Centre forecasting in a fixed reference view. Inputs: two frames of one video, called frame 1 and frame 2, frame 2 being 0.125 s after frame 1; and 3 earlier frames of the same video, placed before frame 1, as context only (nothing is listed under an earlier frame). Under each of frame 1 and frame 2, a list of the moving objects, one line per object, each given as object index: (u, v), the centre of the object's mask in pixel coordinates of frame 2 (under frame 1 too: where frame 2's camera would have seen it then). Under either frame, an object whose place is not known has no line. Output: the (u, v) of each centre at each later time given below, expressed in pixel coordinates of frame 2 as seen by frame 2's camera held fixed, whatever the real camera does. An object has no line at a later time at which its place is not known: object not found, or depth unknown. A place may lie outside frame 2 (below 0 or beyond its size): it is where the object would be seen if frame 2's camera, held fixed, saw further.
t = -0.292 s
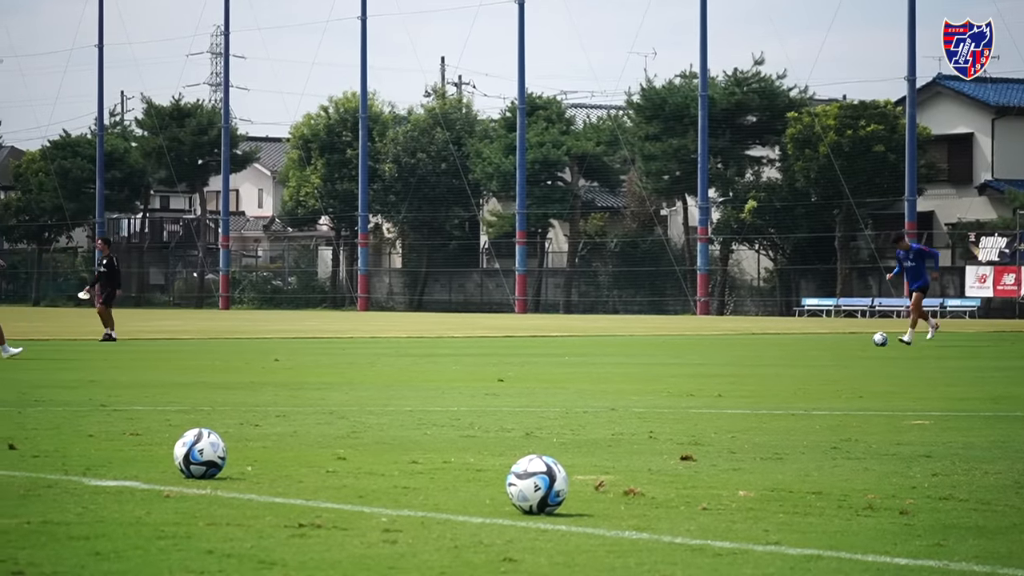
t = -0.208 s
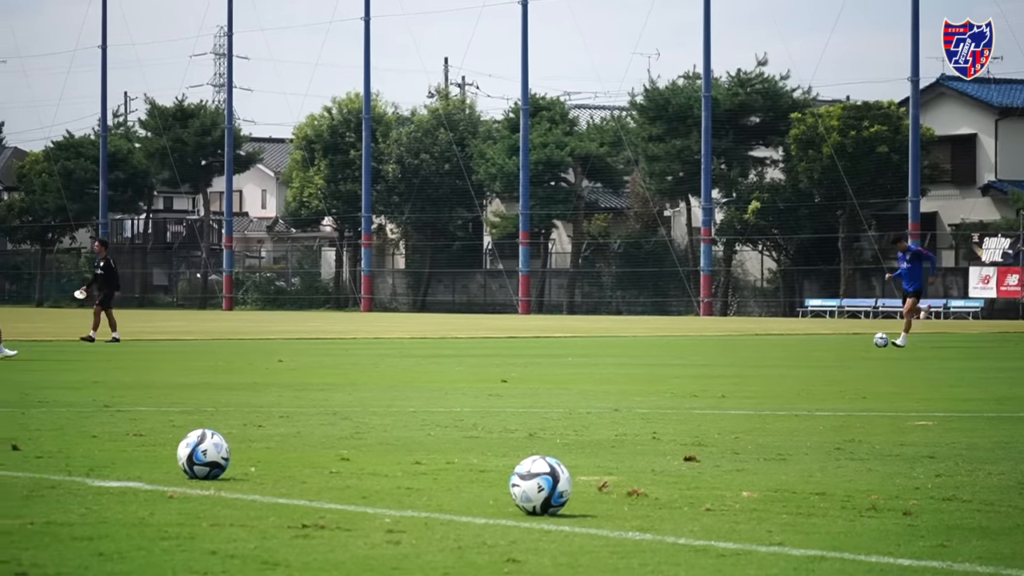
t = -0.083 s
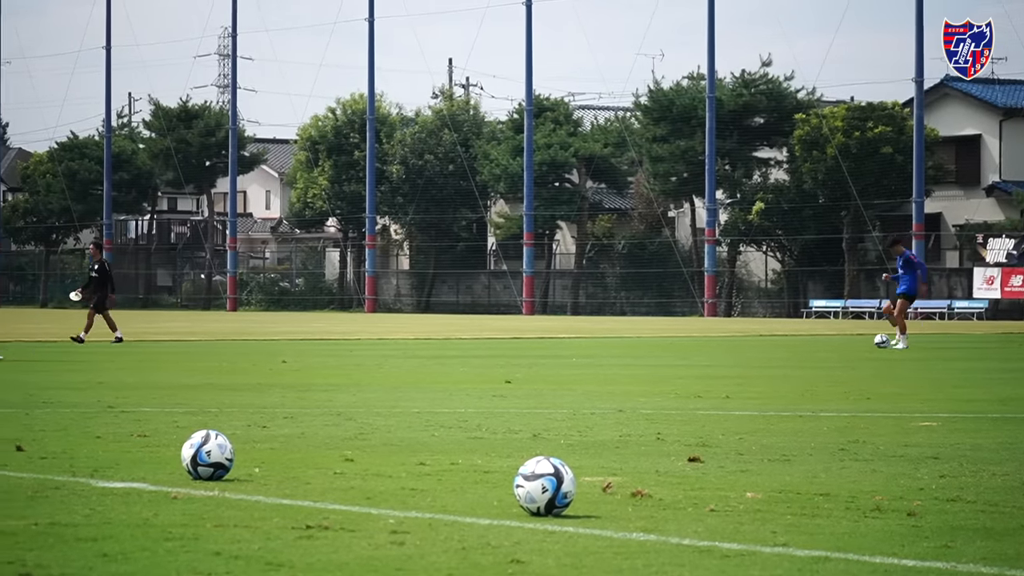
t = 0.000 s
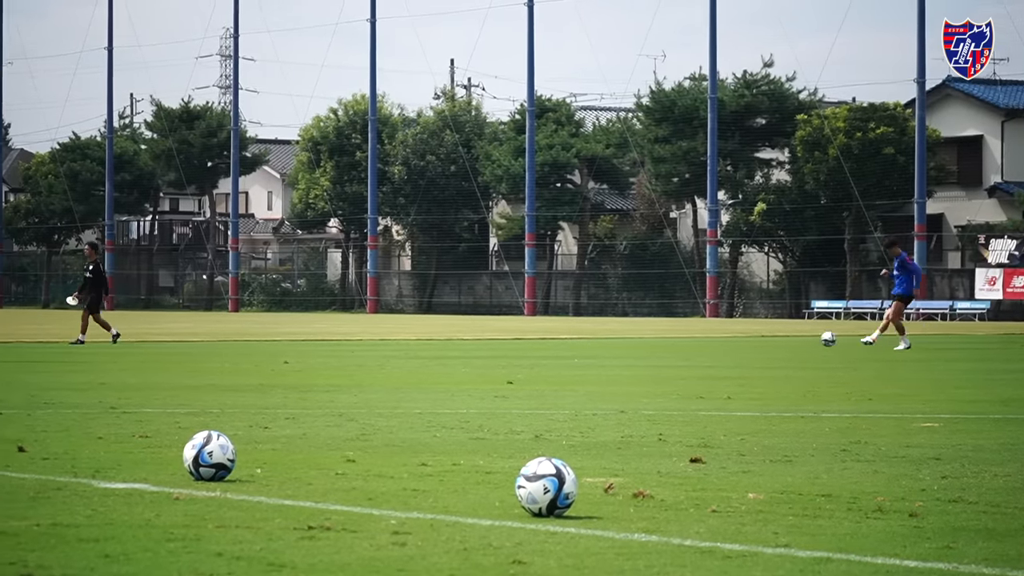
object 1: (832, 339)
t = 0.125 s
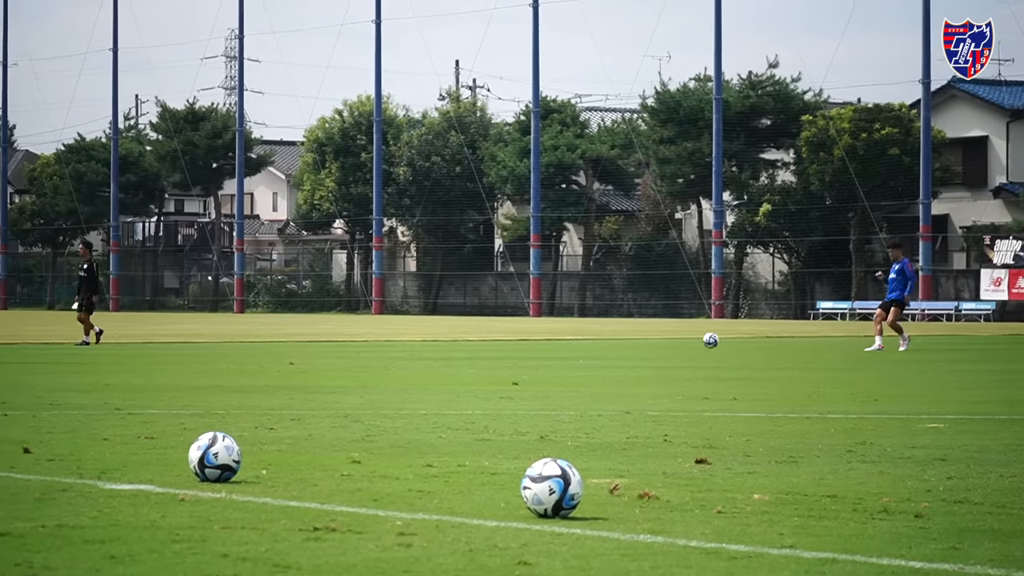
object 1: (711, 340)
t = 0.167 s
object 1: (680, 342)
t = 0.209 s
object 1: (635, 346)
